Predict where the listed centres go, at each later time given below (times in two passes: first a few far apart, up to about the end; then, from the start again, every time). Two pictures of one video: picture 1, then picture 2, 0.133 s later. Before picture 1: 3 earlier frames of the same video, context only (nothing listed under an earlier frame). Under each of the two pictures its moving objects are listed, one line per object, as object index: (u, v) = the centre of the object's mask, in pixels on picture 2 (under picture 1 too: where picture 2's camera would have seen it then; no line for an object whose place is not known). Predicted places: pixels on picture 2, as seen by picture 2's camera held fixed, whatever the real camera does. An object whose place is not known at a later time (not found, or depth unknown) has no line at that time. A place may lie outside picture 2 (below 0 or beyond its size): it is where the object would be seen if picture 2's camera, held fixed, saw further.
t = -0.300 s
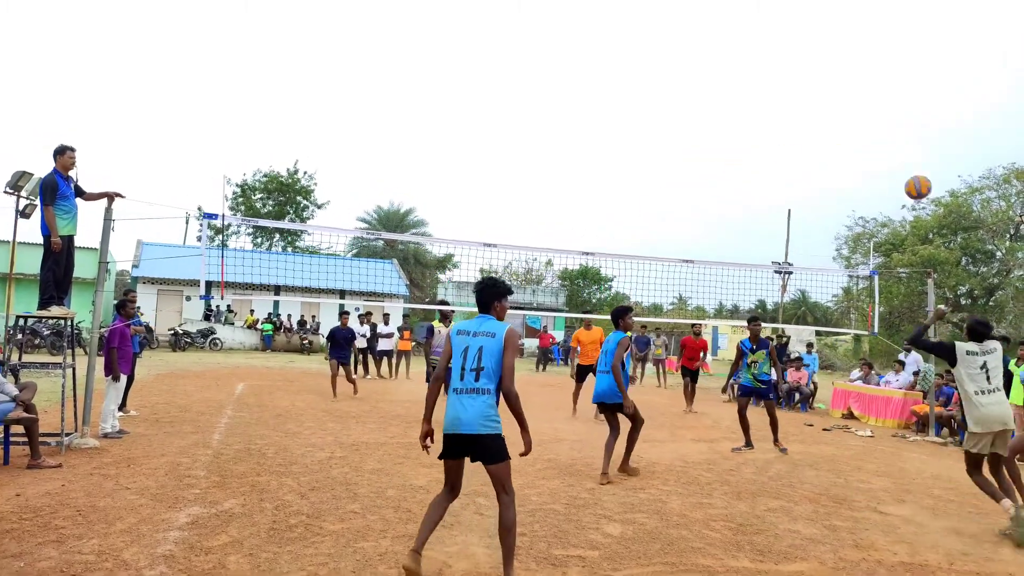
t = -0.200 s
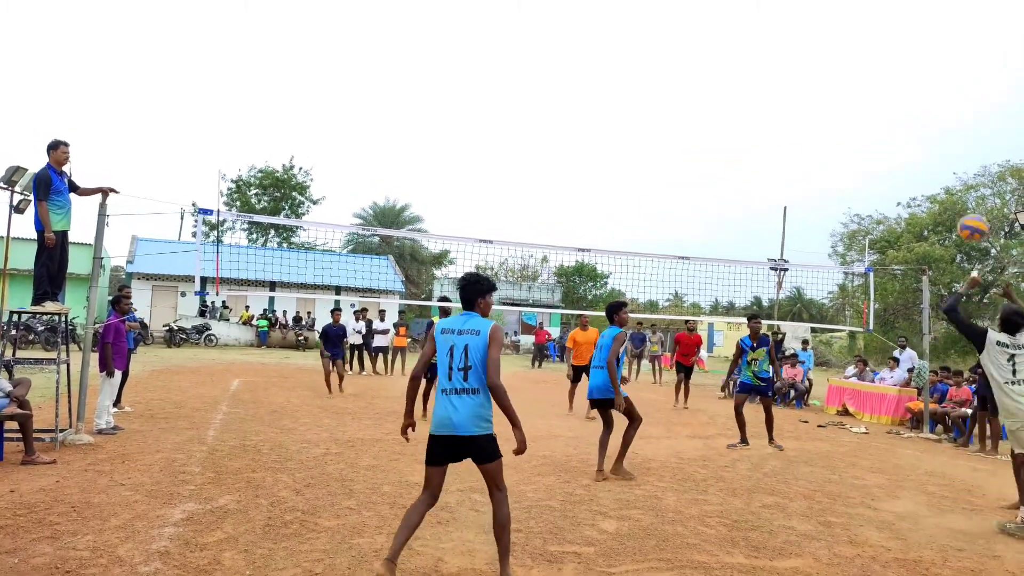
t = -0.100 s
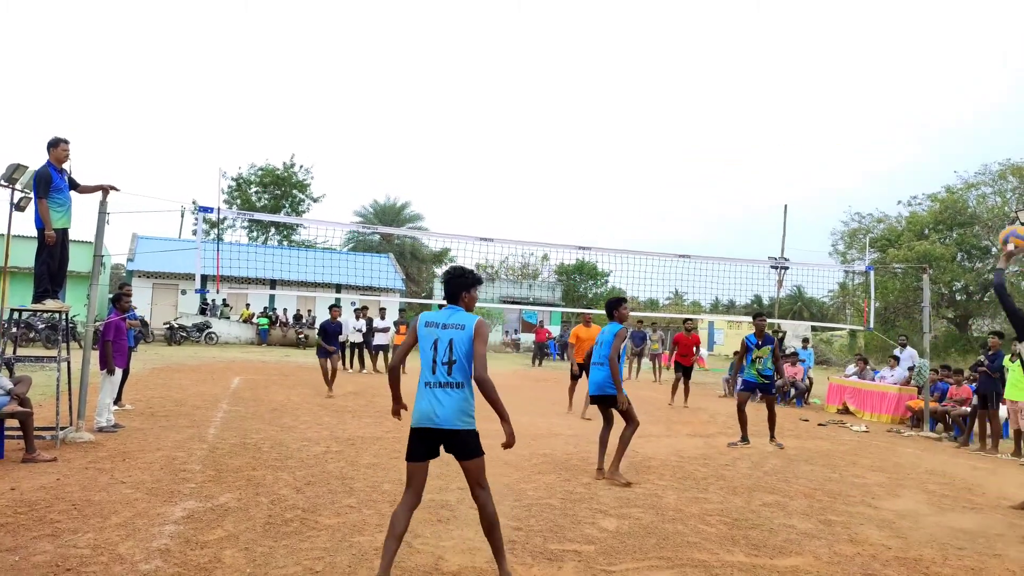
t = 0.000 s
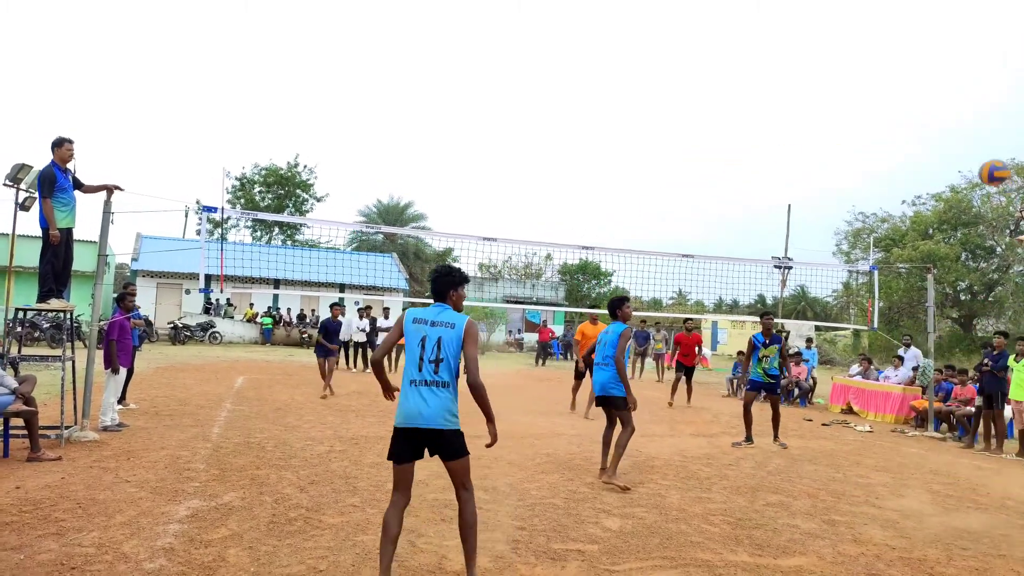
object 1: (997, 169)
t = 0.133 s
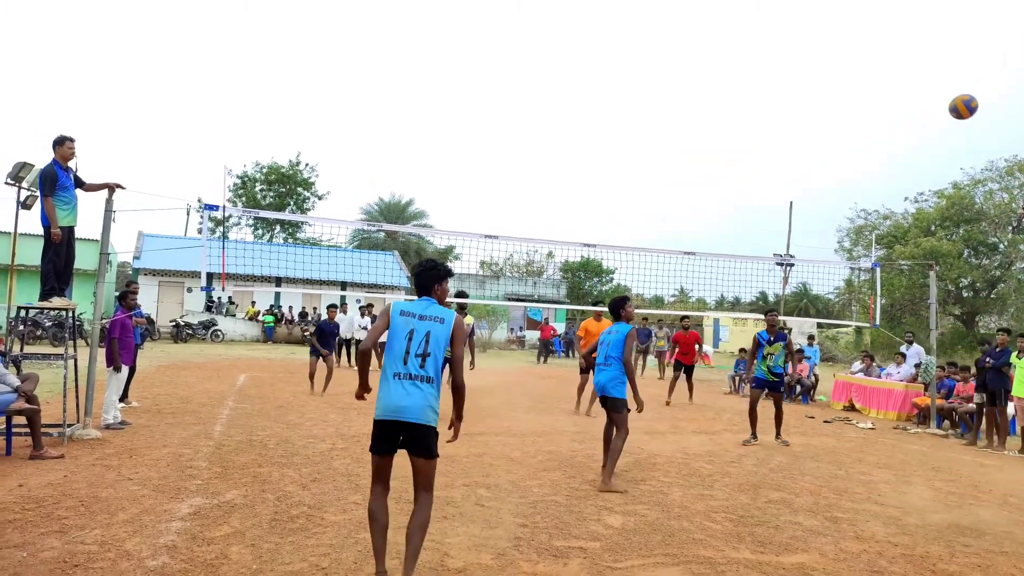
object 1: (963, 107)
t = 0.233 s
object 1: (939, 77)
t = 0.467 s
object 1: (888, 55)
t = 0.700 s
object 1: (841, 88)
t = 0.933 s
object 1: (798, 164)
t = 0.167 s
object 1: (955, 96)
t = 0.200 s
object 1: (947, 86)
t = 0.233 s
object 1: (939, 77)
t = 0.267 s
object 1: (931, 71)
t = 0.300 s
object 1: (923, 65)
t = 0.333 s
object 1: (916, 60)
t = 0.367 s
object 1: (909, 57)
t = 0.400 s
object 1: (902, 55)
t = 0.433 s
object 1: (895, 55)
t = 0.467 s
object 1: (888, 55)
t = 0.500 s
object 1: (881, 57)
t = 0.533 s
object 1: (874, 60)
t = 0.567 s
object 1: (867, 63)
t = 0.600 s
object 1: (860, 68)
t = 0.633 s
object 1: (854, 74)
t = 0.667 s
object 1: (847, 80)
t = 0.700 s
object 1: (841, 88)
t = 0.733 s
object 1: (834, 96)
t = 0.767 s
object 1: (828, 105)
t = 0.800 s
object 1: (822, 115)
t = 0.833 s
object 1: (816, 126)
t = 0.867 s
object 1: (810, 138)
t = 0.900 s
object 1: (804, 151)
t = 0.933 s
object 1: (798, 164)
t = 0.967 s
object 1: (792, 178)
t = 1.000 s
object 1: (787, 193)
